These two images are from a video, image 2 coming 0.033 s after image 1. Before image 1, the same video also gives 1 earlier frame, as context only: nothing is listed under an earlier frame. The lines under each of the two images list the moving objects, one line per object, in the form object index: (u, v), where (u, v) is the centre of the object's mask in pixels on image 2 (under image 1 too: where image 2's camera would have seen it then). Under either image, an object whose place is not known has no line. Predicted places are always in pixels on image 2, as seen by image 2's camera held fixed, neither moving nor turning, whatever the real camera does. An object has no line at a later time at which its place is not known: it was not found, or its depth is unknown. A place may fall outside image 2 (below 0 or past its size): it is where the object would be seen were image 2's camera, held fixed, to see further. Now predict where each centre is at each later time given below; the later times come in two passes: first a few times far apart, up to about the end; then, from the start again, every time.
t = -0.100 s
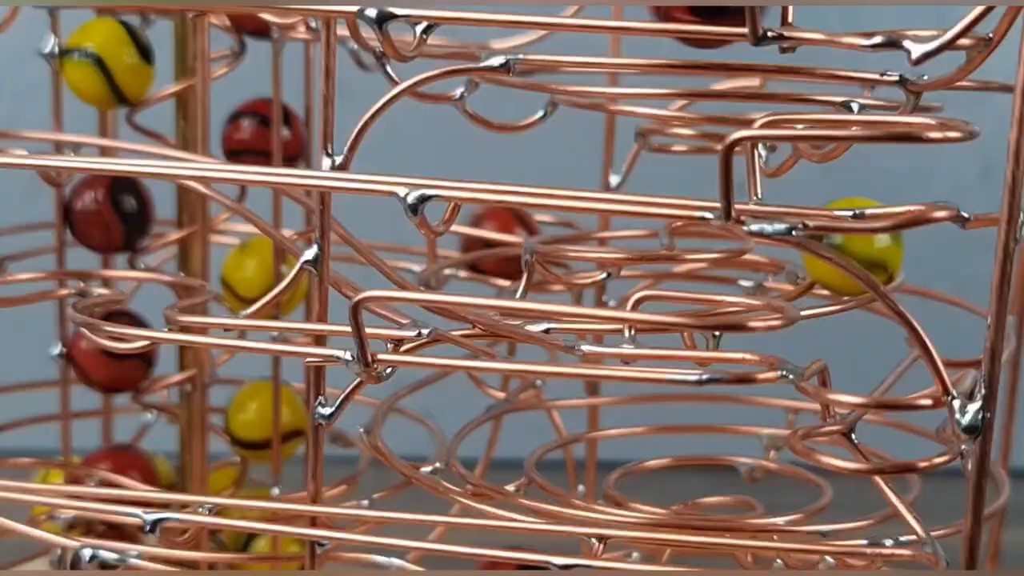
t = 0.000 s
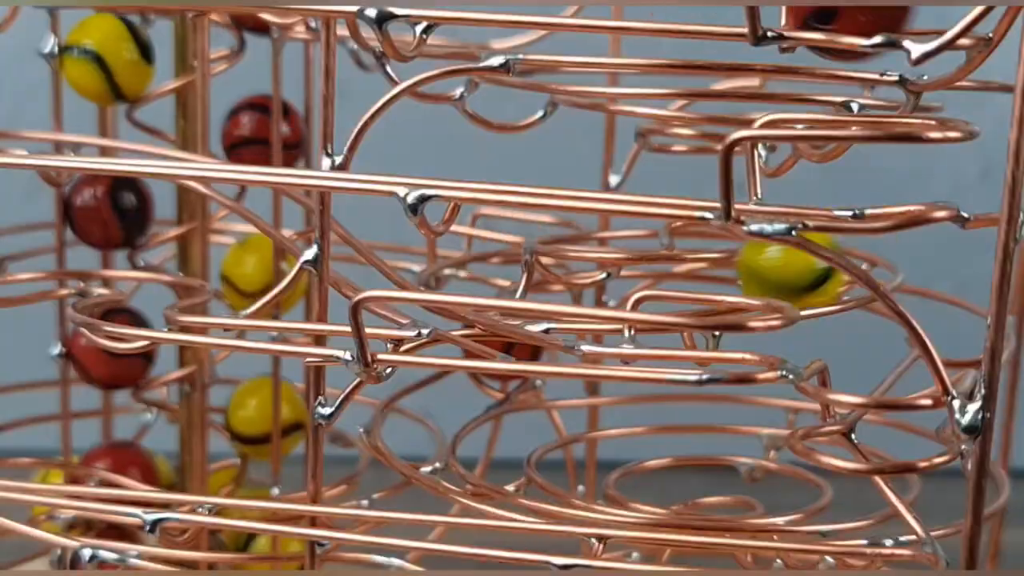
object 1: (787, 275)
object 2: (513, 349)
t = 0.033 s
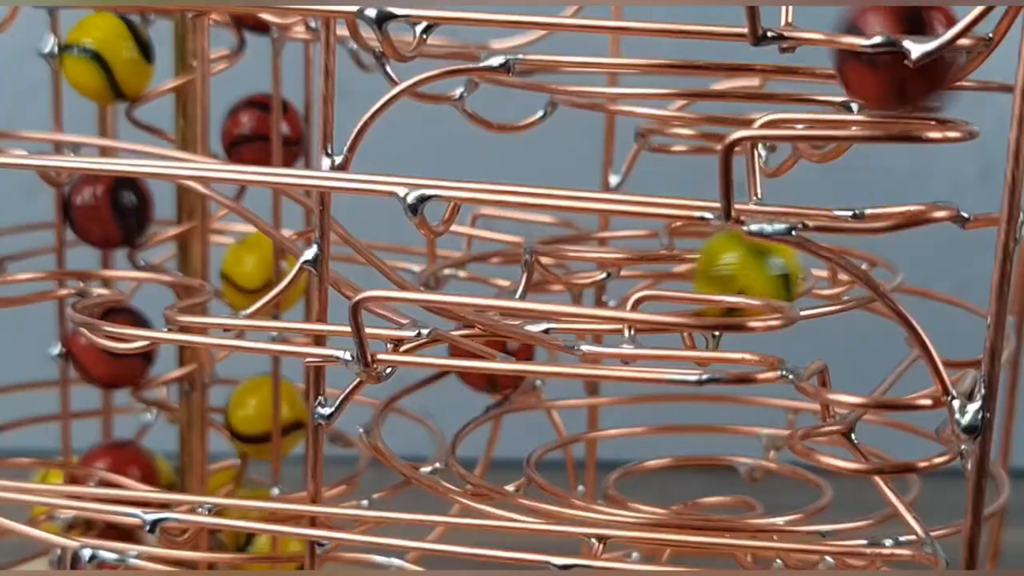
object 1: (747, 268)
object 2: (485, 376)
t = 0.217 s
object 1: (467, 262)
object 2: (428, 405)
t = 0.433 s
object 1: (631, 238)
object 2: (564, 475)
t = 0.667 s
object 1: (954, 295)
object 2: (911, 485)
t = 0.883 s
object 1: (870, 421)
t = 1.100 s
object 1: (758, 517)
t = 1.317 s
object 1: (535, 501)
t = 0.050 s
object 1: (720, 264)
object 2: (486, 374)
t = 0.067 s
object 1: (692, 265)
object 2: (482, 379)
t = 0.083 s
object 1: (657, 268)
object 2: (467, 381)
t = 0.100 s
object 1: (624, 270)
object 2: (462, 388)
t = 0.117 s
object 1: (595, 272)
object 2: (456, 391)
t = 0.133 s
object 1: (567, 272)
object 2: (450, 393)
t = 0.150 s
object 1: (539, 270)
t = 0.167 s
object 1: (516, 269)
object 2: (438, 396)
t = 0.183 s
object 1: (495, 266)
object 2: (433, 399)
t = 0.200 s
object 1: (479, 264)
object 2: (430, 402)
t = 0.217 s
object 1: (467, 262)
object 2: (428, 405)
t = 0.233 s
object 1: (463, 261)
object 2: (426, 408)
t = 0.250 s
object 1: (464, 258)
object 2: (426, 412)
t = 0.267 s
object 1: (469, 256)
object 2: (427, 416)
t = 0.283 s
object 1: (476, 252)
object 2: (432, 420)
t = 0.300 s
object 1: (485, 246)
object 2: (437, 426)
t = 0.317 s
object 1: (495, 242)
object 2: (445, 433)
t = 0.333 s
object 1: (507, 238)
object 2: (454, 440)
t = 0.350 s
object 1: (522, 233)
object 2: (468, 446)
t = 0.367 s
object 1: (546, 234)
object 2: (483, 452)
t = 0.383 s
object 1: (573, 241)
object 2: (500, 458)
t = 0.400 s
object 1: (591, 232)
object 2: (520, 464)
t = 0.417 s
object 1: (617, 230)
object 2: (541, 470)
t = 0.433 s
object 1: (631, 238)
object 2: (564, 475)
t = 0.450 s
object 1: (644, 238)
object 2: (586, 478)
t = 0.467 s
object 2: (614, 481)
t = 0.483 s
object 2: (641, 484)
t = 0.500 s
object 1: (747, 264)
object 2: (667, 487)
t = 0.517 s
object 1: (777, 258)
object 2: (696, 489)
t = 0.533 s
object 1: (808, 256)
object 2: (724, 490)
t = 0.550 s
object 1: (826, 262)
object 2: (750, 491)
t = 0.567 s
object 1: (868, 250)
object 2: (776, 494)
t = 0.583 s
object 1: (892, 253)
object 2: (800, 498)
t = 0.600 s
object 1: (912, 264)
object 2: (823, 501)
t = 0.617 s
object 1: (926, 272)
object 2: (842, 504)
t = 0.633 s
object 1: (939, 280)
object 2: (870, 496)
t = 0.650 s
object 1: (949, 288)
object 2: (894, 487)
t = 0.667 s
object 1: (954, 295)
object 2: (911, 485)
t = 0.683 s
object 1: (956, 301)
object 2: (927, 478)
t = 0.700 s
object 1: (956, 308)
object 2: (929, 480)
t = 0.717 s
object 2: (931, 475)
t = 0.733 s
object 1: (954, 318)
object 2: (947, 471)
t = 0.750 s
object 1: (953, 322)
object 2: (952, 464)
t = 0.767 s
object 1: (941, 334)
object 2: (936, 453)
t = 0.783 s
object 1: (932, 342)
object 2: (935, 452)
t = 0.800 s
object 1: (919, 353)
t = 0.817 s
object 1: (912, 356)
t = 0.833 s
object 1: (904, 370)
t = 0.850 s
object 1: (889, 382)
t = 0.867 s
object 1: (882, 396)
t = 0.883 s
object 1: (870, 421)
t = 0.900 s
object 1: (888, 474)
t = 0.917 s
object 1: (893, 516)
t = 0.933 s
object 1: (868, 520)
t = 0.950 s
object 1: (848, 519)
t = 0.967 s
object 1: (839, 518)
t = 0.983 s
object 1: (832, 518)
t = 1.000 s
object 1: (825, 520)
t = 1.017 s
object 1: (815, 519)
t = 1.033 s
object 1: (805, 519)
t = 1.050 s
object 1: (794, 518)
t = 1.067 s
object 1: (783, 518)
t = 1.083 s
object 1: (771, 517)
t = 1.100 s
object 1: (758, 517)
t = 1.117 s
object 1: (744, 516)
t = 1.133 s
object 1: (729, 516)
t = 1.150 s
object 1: (715, 514)
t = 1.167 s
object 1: (699, 514)
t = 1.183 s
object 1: (683, 513)
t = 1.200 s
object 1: (667, 511)
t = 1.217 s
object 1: (648, 510)
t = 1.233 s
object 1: (631, 509)
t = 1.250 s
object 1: (613, 508)
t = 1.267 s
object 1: (594, 506)
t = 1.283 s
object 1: (574, 504)
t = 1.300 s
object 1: (556, 503)
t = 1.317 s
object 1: (535, 501)
